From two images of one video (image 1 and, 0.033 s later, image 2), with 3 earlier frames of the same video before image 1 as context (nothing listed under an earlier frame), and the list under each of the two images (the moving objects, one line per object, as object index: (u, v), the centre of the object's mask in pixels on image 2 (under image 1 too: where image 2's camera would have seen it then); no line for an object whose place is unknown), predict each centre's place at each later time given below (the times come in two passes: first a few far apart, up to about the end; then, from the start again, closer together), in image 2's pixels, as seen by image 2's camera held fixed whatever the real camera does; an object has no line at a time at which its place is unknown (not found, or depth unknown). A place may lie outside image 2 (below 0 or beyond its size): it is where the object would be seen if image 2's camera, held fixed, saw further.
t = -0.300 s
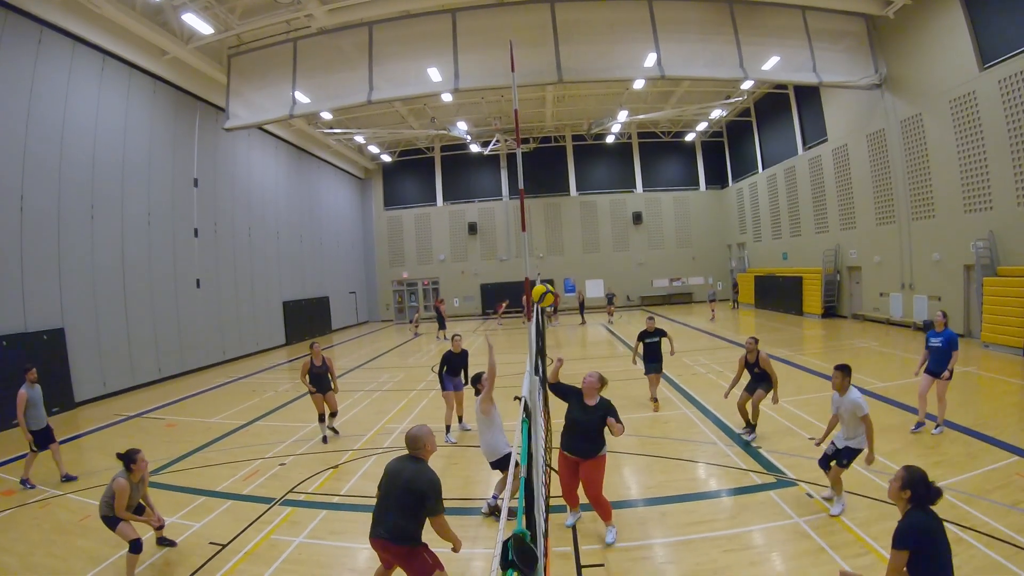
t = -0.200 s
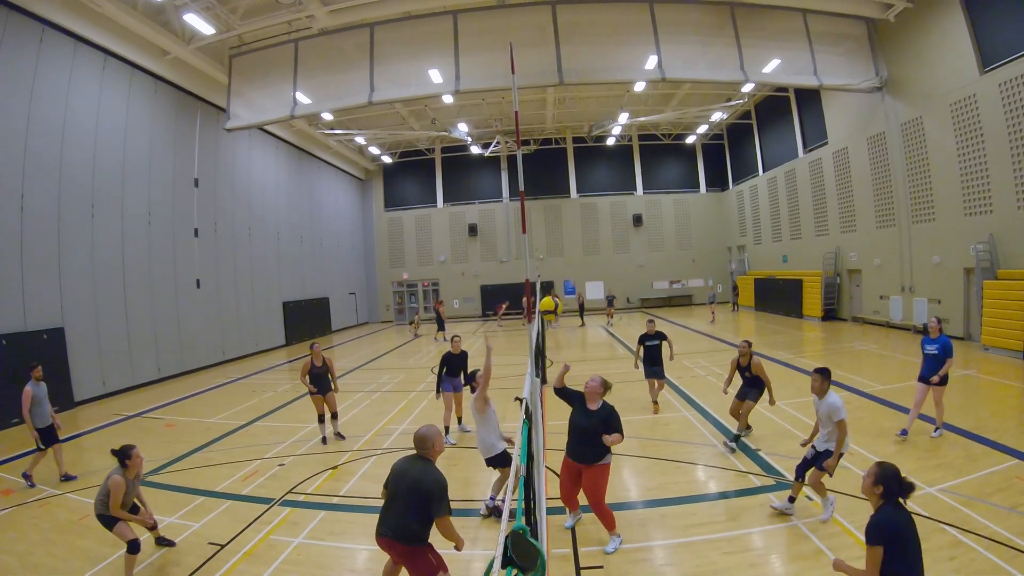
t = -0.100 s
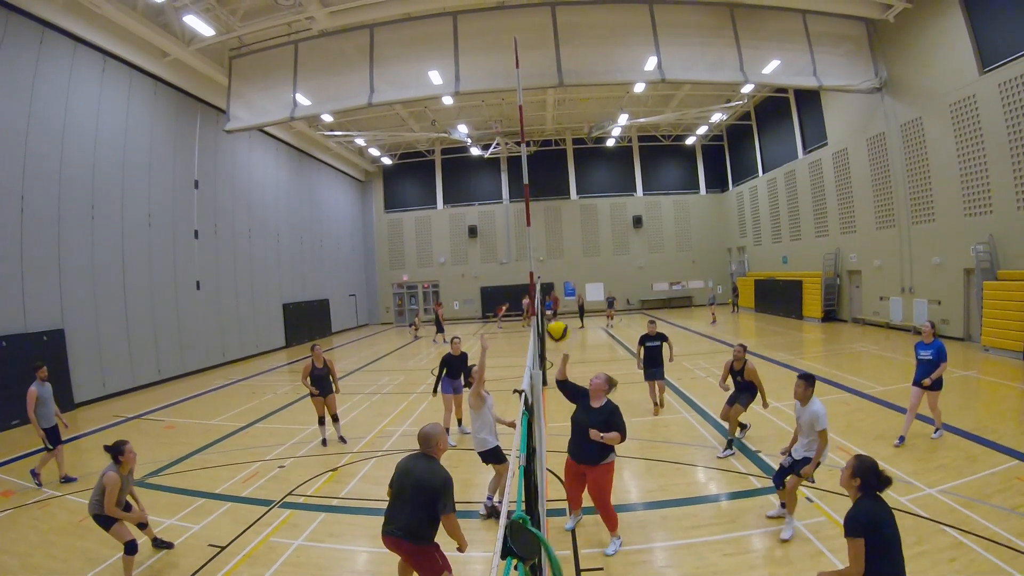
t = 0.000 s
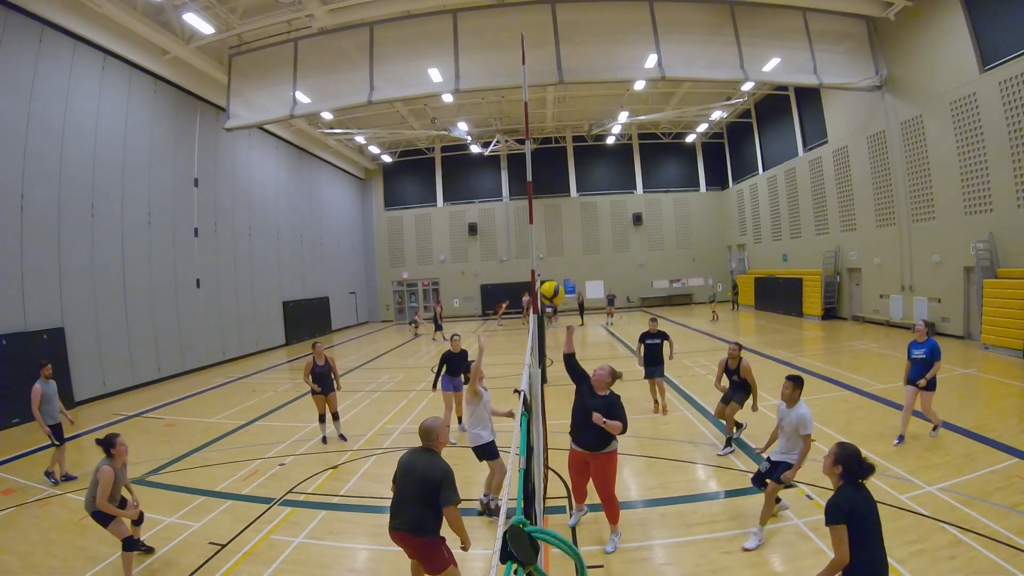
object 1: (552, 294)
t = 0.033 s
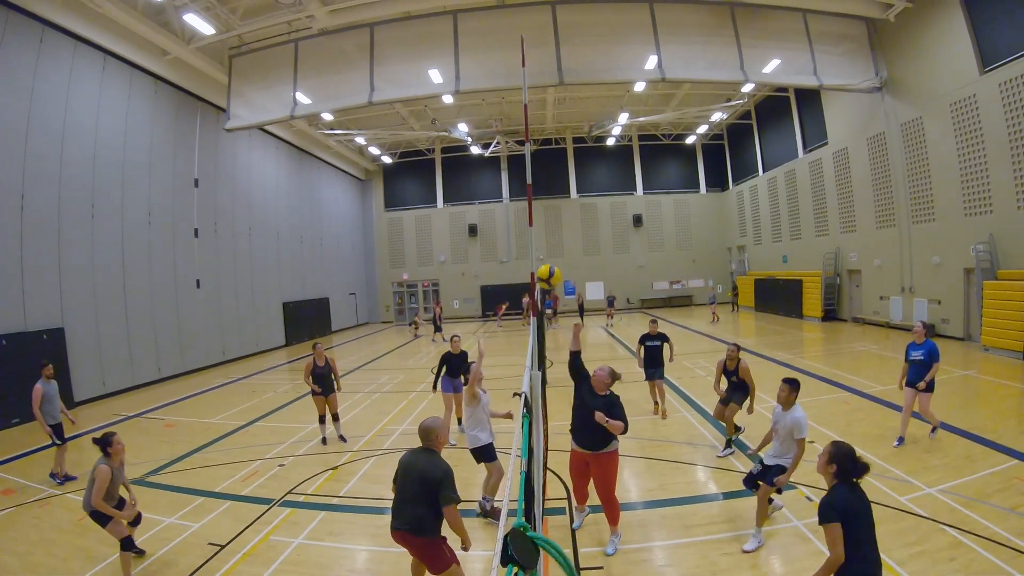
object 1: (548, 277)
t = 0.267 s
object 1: (522, 176)
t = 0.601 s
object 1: (485, 131)
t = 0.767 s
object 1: (464, 168)
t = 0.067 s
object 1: (545, 259)
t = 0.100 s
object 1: (541, 243)
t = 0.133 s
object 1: (539, 227)
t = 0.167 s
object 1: (536, 212)
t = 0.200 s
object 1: (530, 200)
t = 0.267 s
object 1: (522, 176)
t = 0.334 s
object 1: (513, 158)
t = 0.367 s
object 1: (510, 150)
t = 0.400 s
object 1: (507, 143)
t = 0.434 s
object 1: (504, 138)
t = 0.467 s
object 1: (500, 133)
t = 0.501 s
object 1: (497, 131)
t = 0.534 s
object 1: (493, 129)
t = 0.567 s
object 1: (489, 129)
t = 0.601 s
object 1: (485, 131)
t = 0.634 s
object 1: (482, 134)
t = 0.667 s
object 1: (478, 140)
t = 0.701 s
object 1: (473, 148)
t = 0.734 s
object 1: (468, 156)
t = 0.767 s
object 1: (464, 168)
